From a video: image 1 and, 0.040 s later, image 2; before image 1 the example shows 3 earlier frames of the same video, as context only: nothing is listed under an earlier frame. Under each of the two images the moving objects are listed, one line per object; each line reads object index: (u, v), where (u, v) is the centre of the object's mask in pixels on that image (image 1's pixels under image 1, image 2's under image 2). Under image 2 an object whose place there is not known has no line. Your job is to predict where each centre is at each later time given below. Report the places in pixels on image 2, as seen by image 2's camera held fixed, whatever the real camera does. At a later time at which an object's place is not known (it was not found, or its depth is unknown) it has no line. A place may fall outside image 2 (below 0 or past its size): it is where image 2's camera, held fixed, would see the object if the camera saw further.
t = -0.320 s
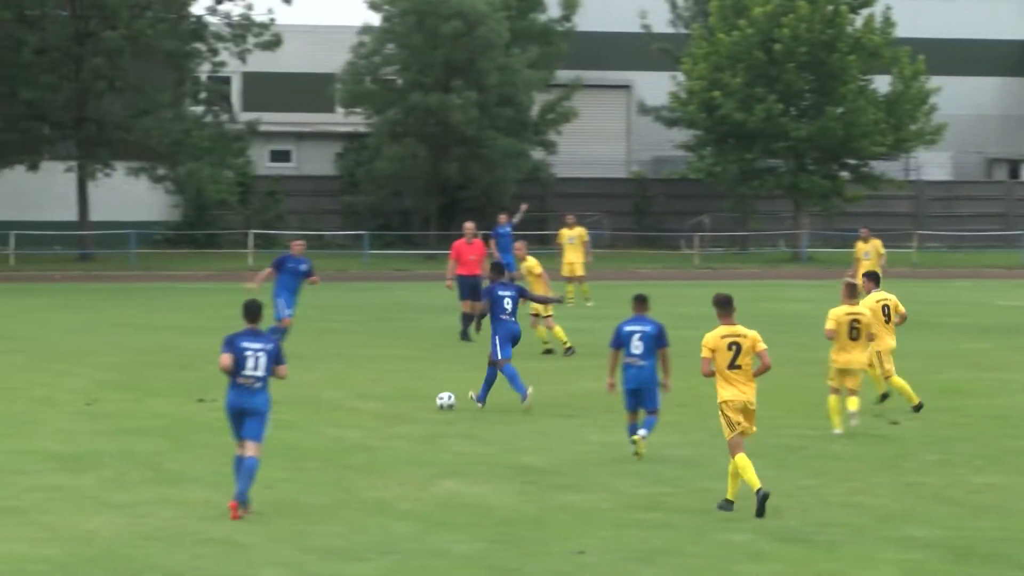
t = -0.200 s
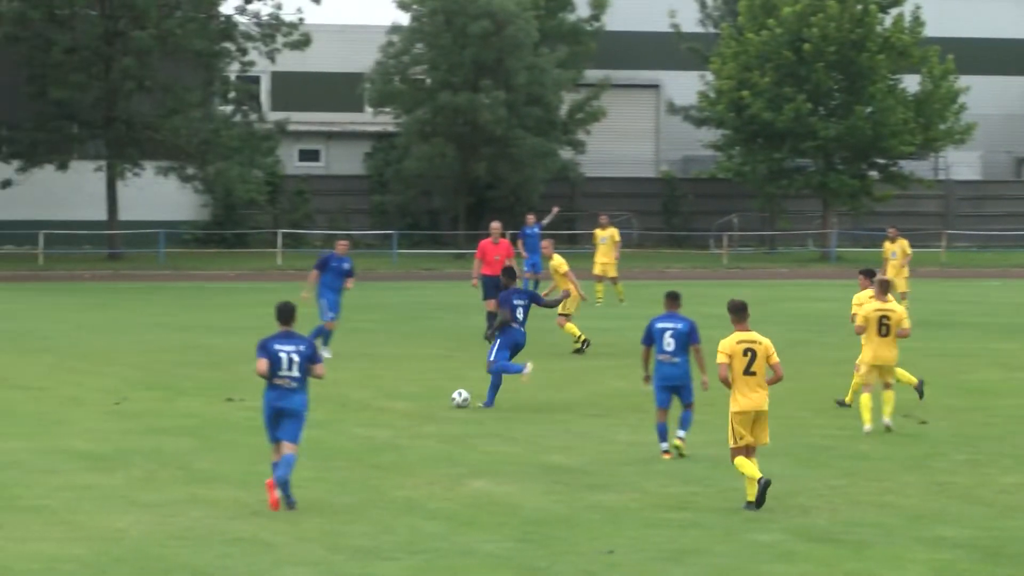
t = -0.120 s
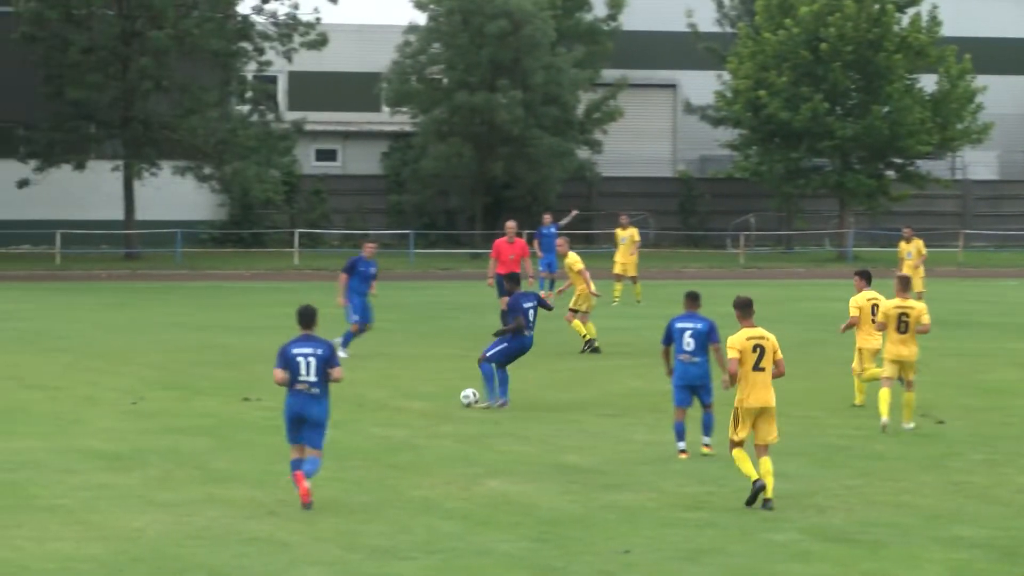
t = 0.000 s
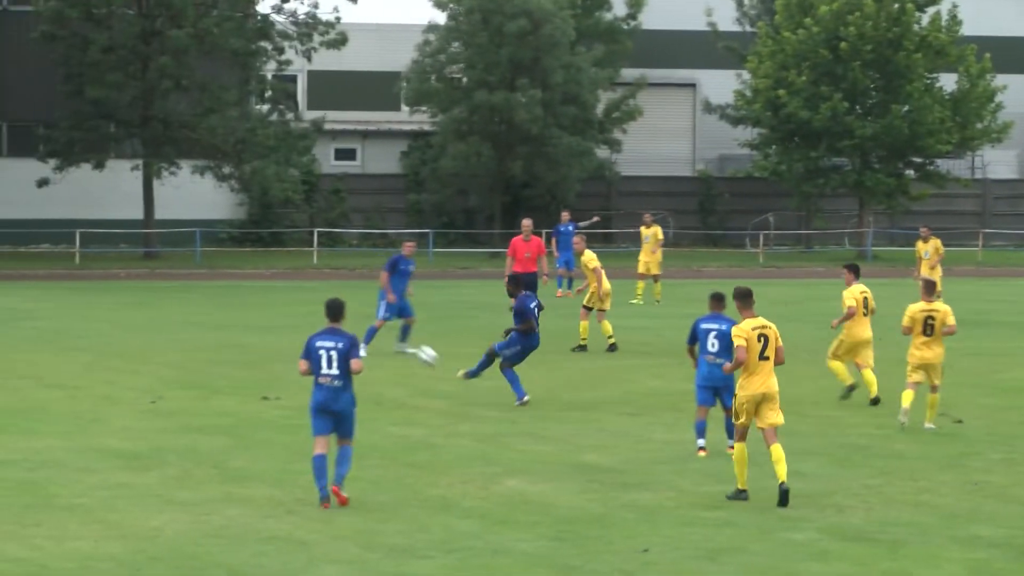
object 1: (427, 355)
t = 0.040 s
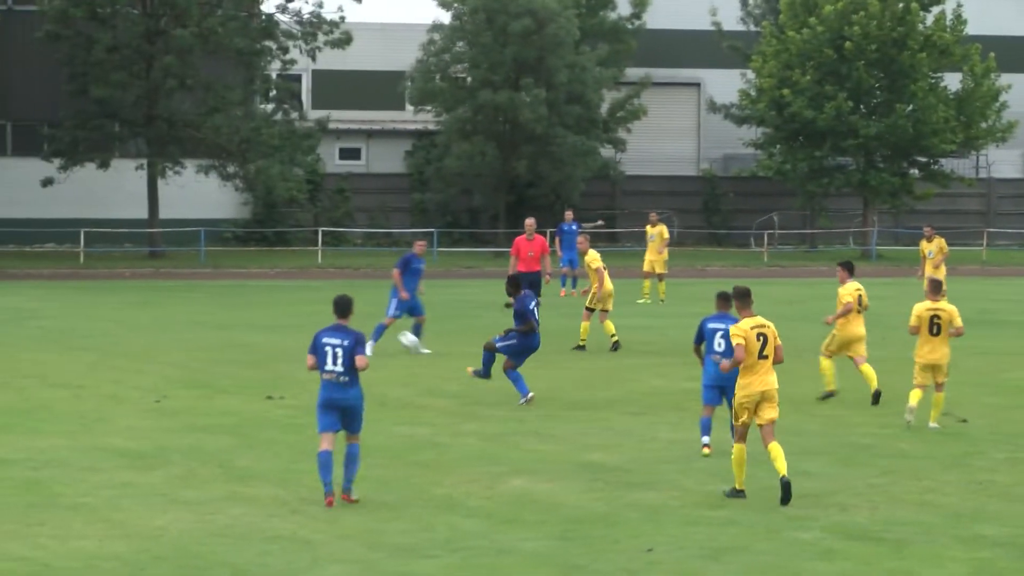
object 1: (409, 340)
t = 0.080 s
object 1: (388, 328)
